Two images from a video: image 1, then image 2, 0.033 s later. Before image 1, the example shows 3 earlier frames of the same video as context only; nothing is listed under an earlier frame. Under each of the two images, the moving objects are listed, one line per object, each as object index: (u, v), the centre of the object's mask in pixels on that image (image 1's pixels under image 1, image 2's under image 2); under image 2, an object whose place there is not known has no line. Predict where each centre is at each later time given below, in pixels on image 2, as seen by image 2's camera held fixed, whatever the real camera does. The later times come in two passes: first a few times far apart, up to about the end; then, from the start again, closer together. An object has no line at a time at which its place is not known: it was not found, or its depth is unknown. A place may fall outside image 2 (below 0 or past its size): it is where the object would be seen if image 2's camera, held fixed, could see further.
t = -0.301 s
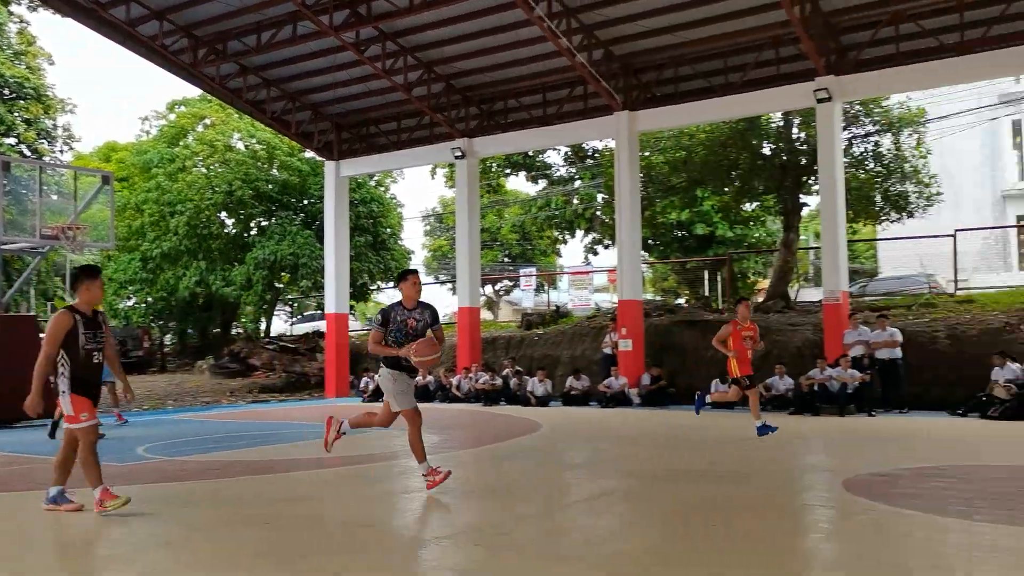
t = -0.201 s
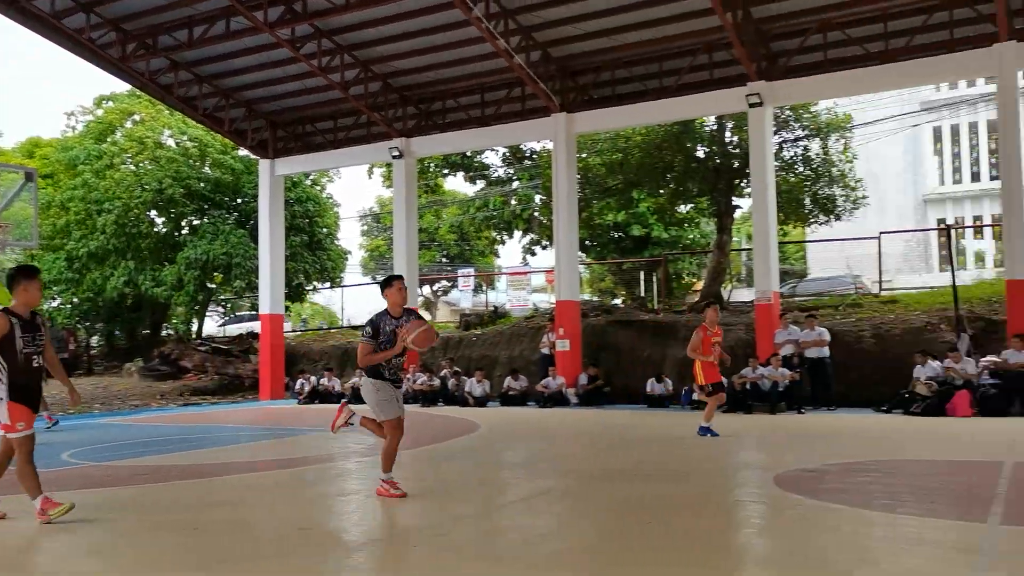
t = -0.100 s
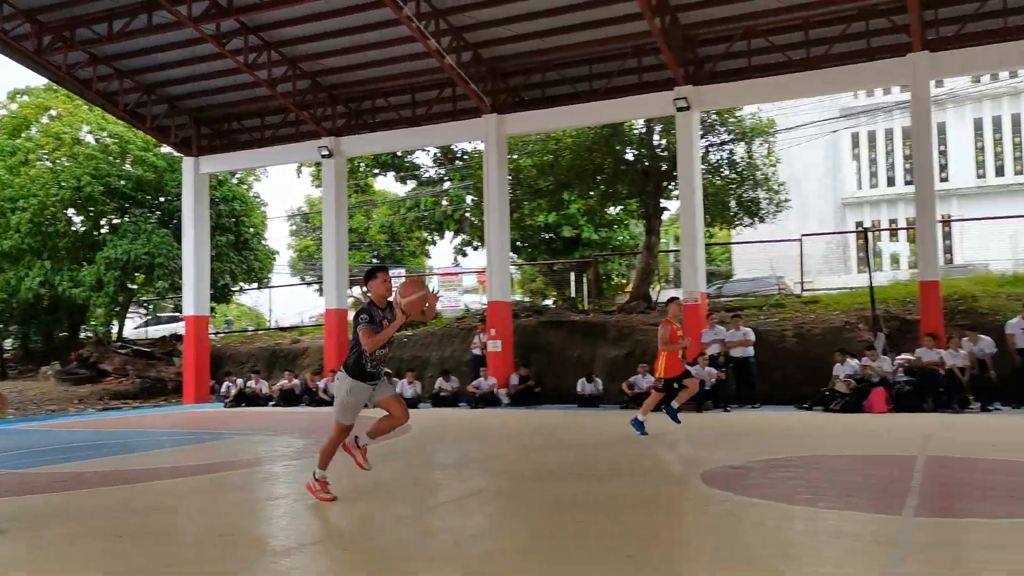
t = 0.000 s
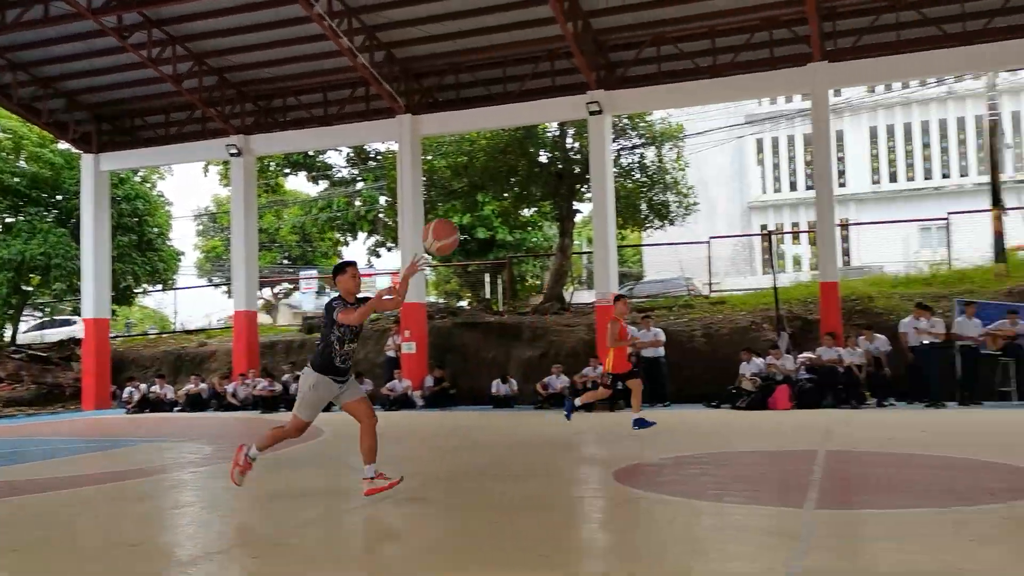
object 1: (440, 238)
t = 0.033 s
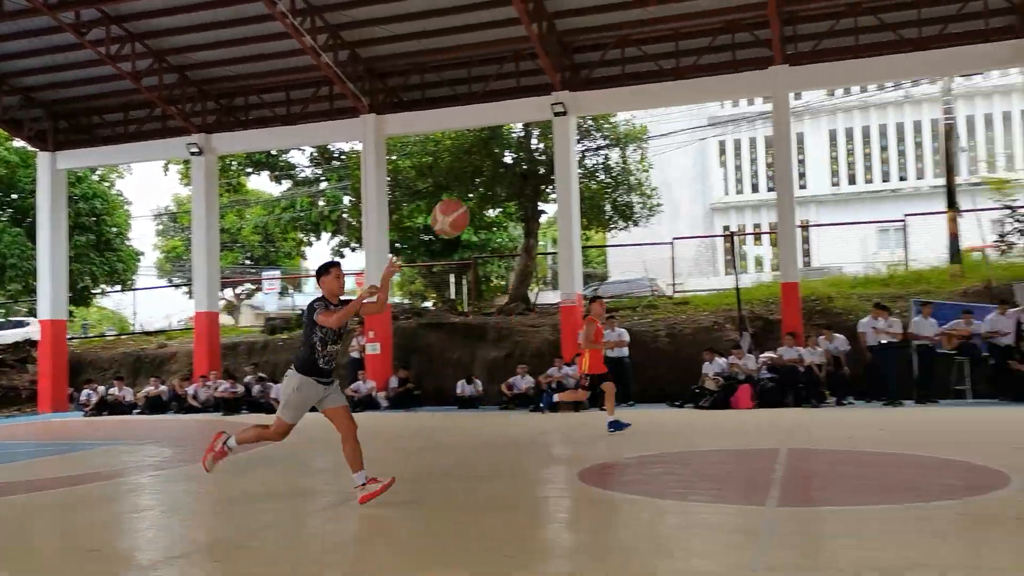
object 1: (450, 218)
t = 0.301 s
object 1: (911, 91)
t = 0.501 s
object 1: (1495, 36)
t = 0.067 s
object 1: (497, 198)
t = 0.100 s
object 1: (546, 181)
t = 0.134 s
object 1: (599, 163)
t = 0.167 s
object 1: (654, 147)
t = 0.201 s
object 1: (713, 131)
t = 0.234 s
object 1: (775, 117)
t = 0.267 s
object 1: (841, 103)
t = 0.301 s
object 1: (911, 91)
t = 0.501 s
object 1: (1495, 36)
